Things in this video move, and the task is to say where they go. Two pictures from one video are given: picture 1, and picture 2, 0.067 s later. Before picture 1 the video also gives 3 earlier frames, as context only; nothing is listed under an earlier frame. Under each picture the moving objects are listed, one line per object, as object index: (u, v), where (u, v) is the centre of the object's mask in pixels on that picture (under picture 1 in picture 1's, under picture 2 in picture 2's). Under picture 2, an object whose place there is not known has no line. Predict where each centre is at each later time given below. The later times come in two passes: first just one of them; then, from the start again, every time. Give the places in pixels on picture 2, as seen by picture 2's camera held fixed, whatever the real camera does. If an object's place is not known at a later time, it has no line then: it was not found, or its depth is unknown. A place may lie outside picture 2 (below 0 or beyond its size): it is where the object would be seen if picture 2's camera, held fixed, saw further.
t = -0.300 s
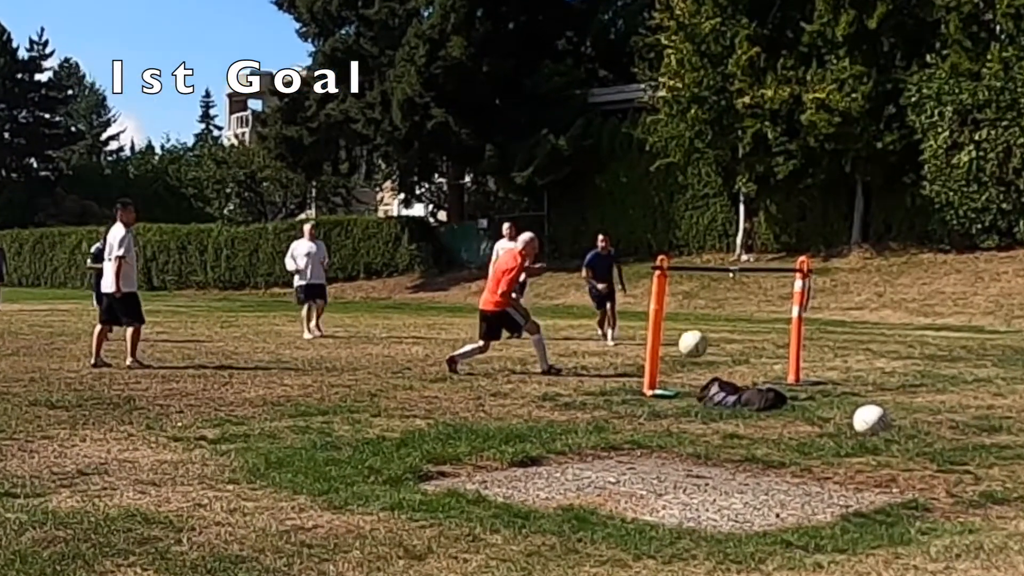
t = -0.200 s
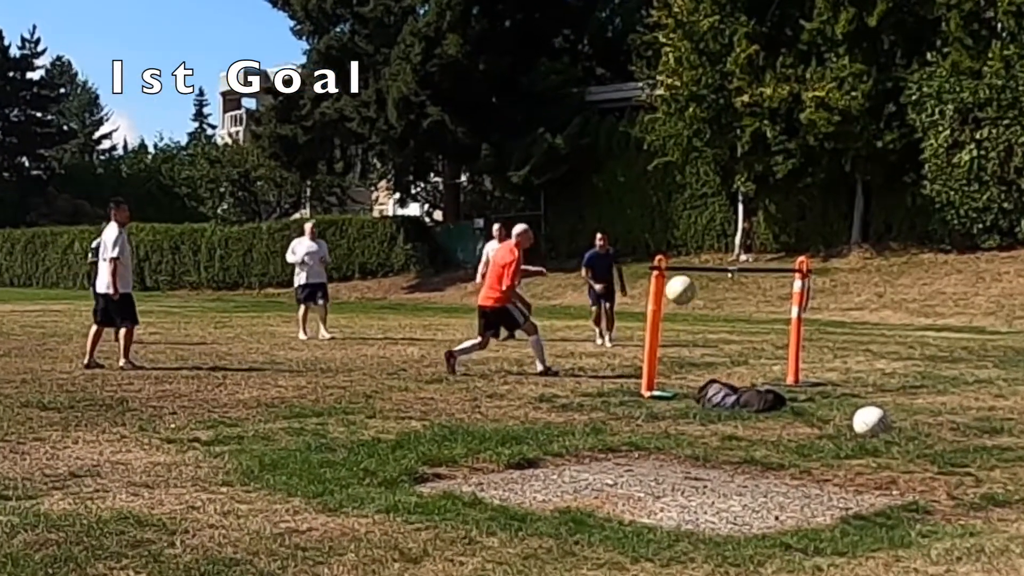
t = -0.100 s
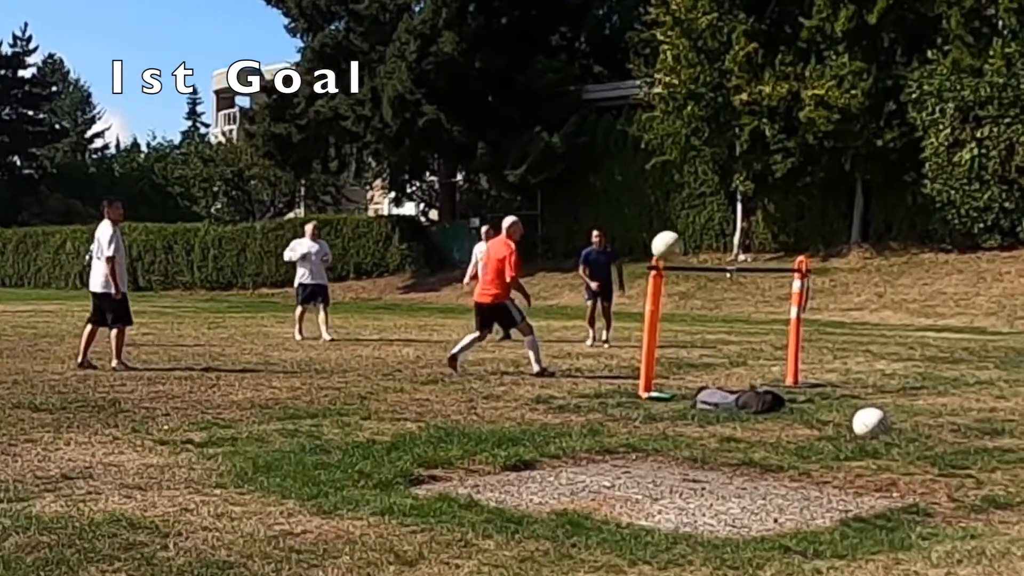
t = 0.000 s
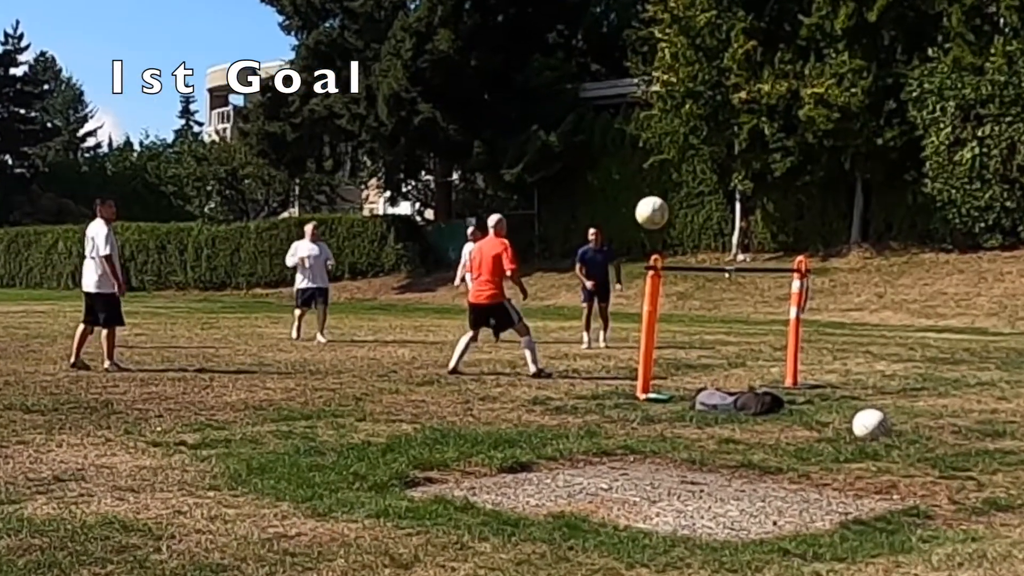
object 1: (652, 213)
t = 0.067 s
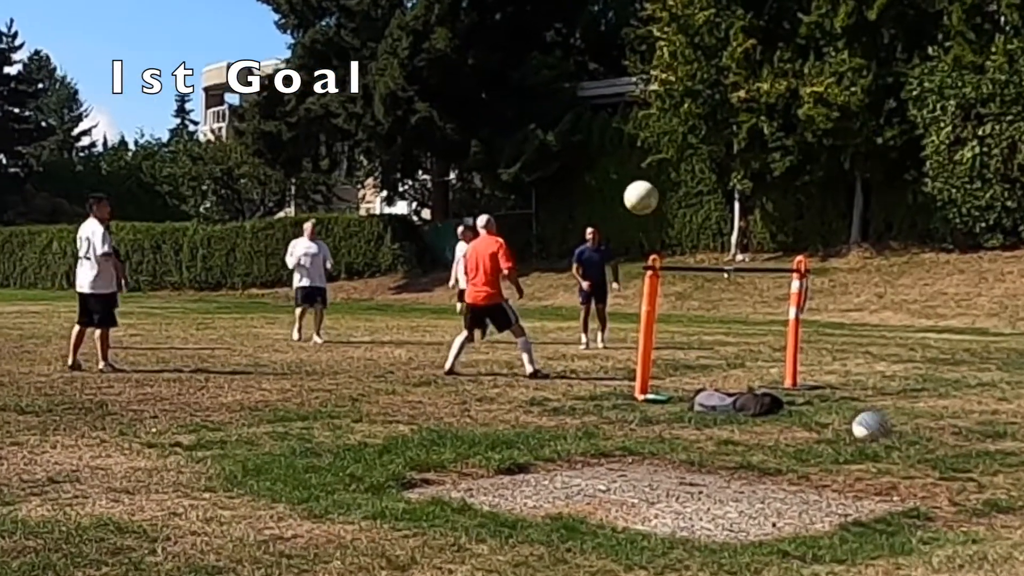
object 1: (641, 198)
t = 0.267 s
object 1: (606, 190)
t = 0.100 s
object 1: (636, 192)
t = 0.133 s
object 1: (630, 187)
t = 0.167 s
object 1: (624, 186)
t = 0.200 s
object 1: (619, 186)
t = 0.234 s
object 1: (613, 187)
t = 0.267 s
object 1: (606, 190)
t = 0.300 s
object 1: (600, 195)
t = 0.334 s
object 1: (593, 203)
